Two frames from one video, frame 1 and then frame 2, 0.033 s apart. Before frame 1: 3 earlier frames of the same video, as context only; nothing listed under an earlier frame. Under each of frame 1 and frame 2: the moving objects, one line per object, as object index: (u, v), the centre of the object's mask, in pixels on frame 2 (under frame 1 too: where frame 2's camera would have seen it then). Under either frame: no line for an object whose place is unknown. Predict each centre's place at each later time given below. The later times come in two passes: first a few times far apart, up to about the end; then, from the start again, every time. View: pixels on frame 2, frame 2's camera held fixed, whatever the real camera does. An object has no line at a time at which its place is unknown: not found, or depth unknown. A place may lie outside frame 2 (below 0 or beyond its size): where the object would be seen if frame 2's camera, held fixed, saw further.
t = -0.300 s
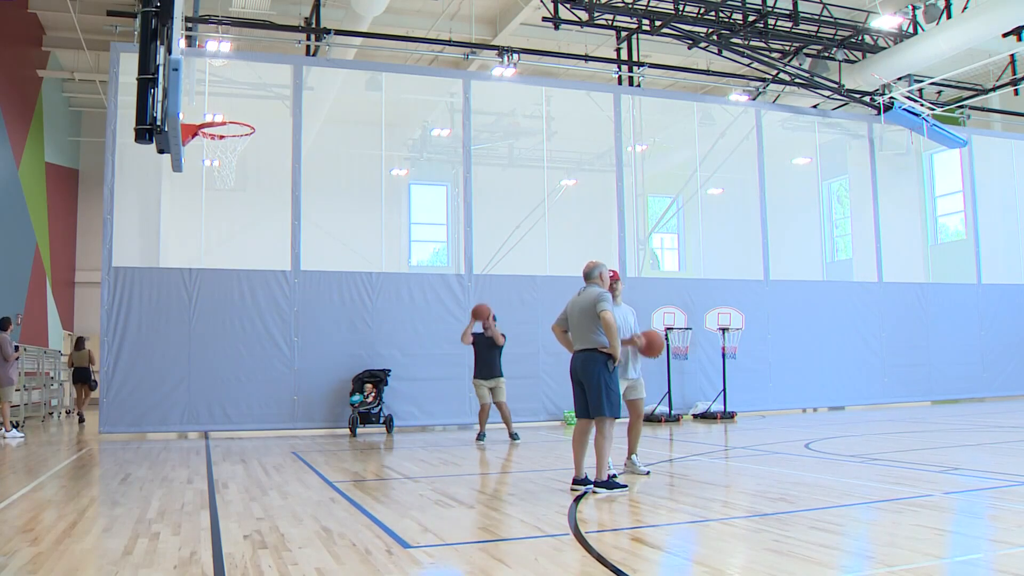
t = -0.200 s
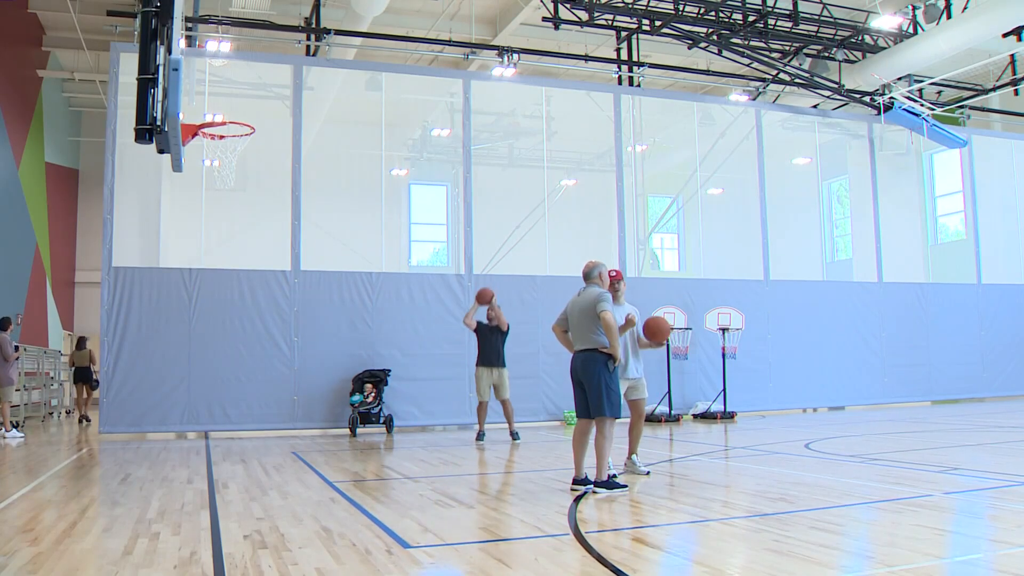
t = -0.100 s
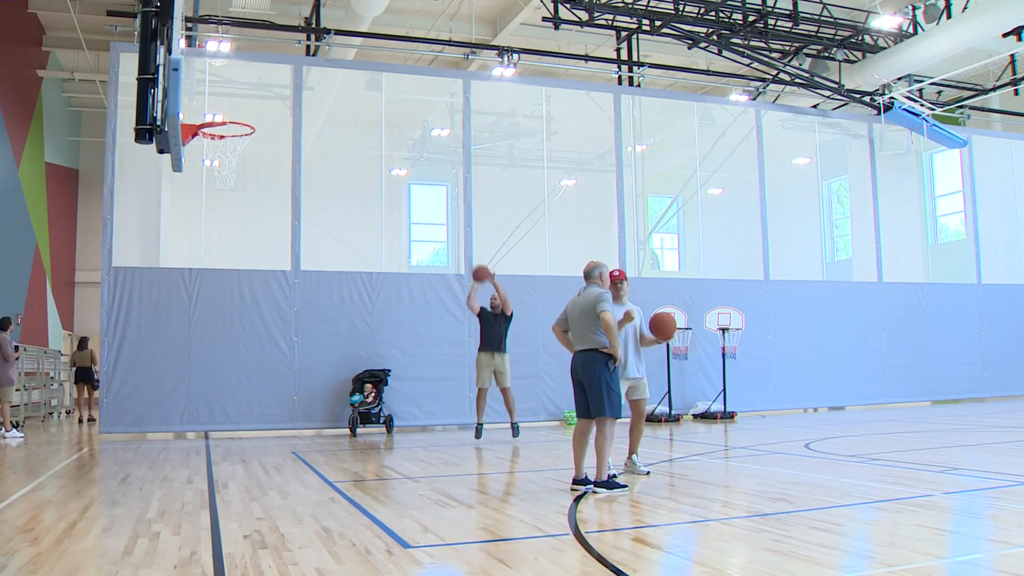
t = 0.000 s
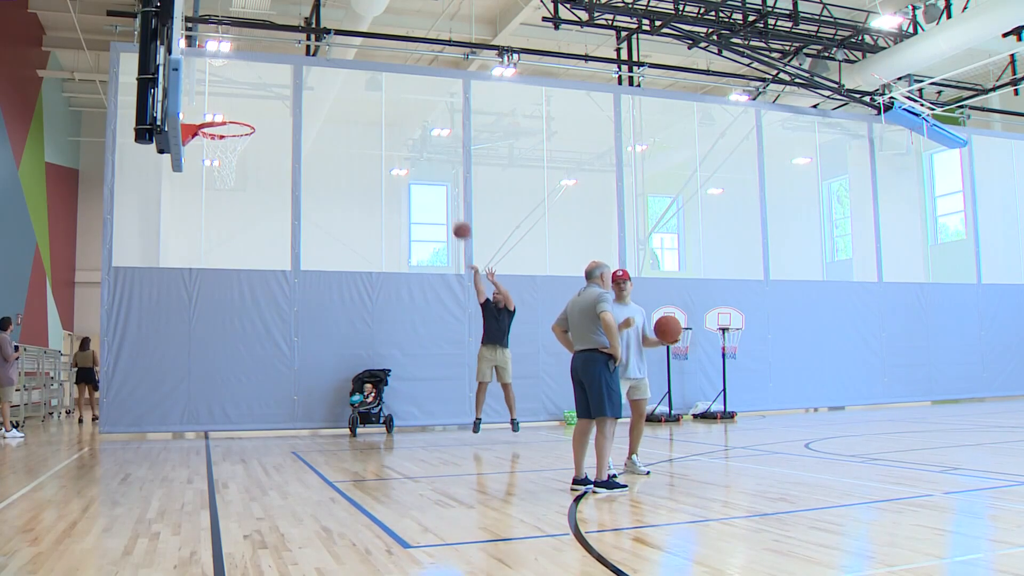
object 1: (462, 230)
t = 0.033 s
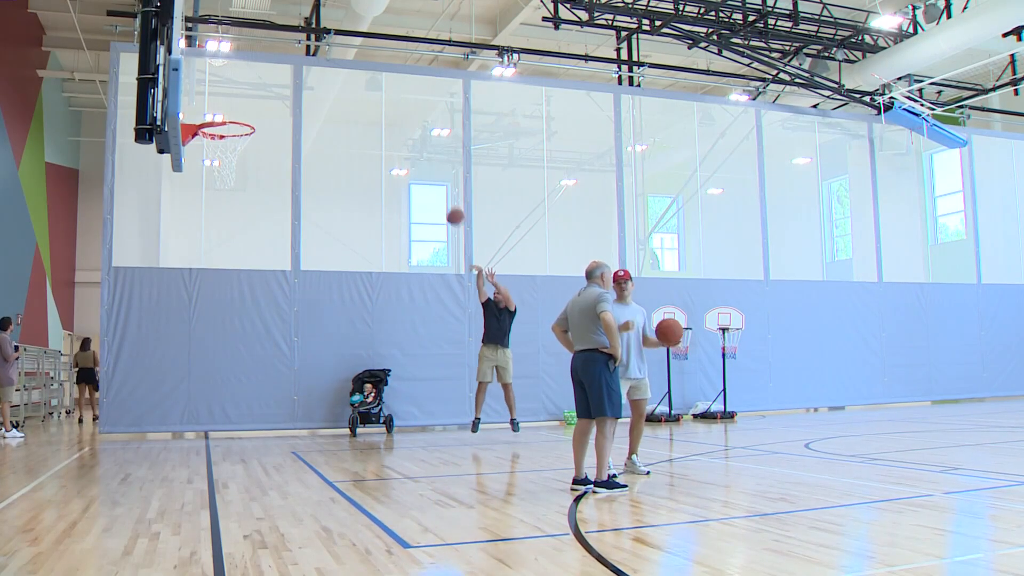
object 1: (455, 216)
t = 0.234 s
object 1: (409, 144)
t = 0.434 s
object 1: (356, 97)
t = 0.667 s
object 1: (284, 79)
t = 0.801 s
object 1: (234, 91)
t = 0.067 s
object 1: (448, 203)
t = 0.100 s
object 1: (440, 189)
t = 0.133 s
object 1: (432, 177)
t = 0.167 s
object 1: (425, 165)
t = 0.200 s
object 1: (417, 154)
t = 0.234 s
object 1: (409, 144)
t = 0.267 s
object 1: (401, 134)
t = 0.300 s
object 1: (392, 125)
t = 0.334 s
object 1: (384, 117)
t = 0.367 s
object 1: (374, 109)
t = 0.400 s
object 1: (365, 103)
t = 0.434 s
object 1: (356, 97)
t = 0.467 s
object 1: (346, 92)
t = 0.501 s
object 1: (337, 87)
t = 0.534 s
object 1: (327, 84)
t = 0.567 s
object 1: (316, 81)
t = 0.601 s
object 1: (305, 79)
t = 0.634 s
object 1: (295, 79)
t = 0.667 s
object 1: (284, 79)
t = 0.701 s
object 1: (272, 80)
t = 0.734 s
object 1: (260, 83)
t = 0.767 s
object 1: (247, 87)
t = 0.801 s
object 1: (234, 91)
